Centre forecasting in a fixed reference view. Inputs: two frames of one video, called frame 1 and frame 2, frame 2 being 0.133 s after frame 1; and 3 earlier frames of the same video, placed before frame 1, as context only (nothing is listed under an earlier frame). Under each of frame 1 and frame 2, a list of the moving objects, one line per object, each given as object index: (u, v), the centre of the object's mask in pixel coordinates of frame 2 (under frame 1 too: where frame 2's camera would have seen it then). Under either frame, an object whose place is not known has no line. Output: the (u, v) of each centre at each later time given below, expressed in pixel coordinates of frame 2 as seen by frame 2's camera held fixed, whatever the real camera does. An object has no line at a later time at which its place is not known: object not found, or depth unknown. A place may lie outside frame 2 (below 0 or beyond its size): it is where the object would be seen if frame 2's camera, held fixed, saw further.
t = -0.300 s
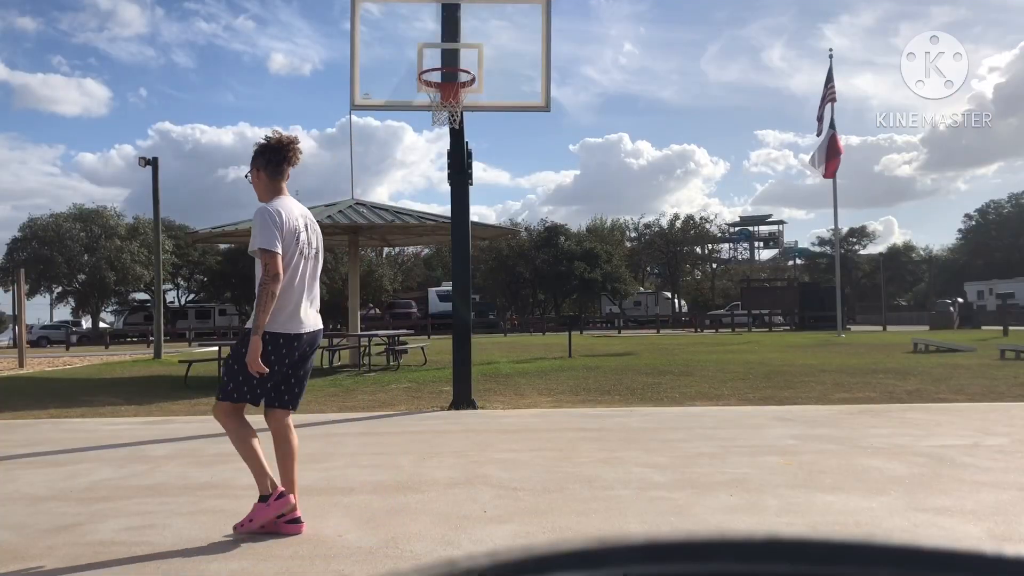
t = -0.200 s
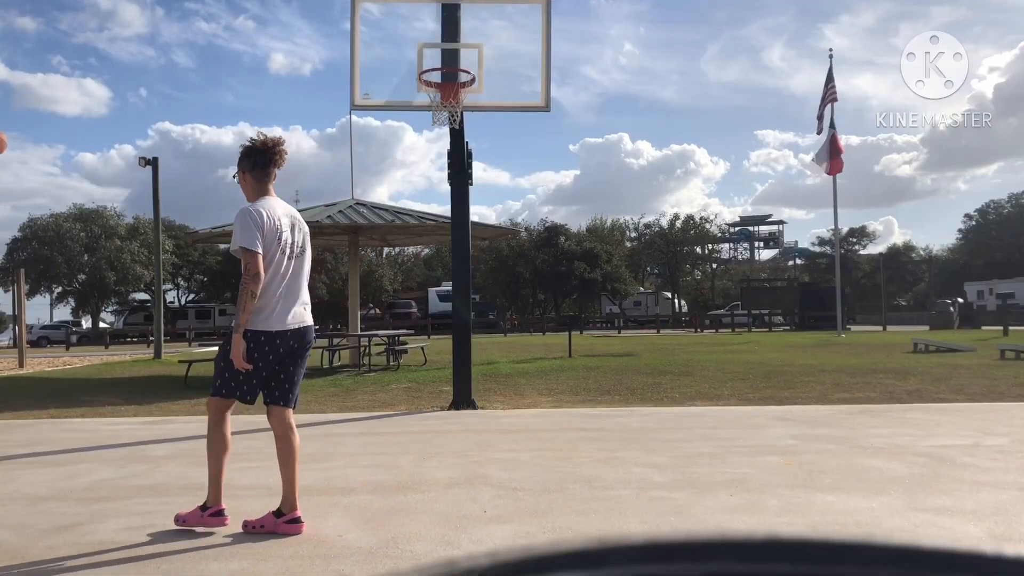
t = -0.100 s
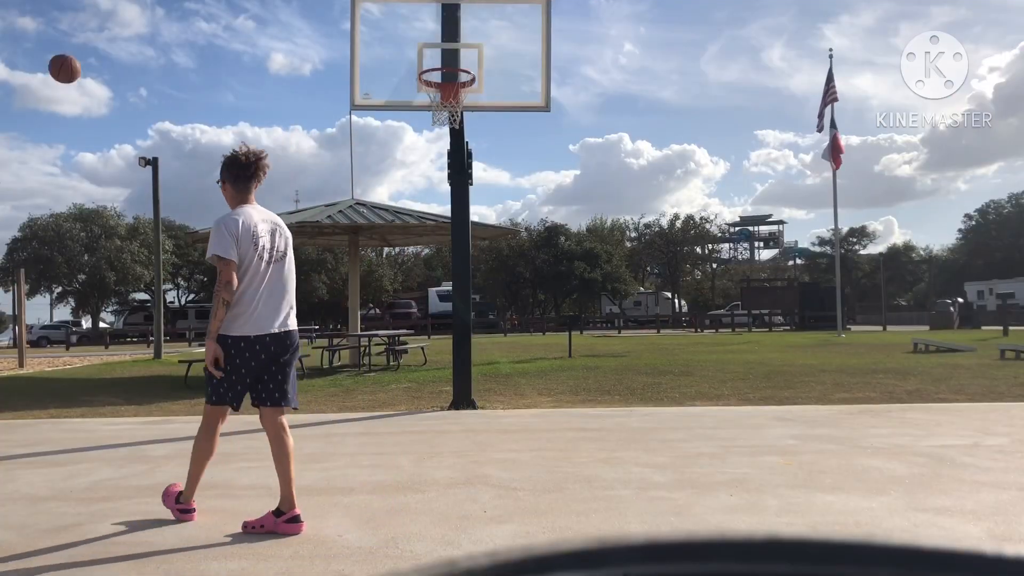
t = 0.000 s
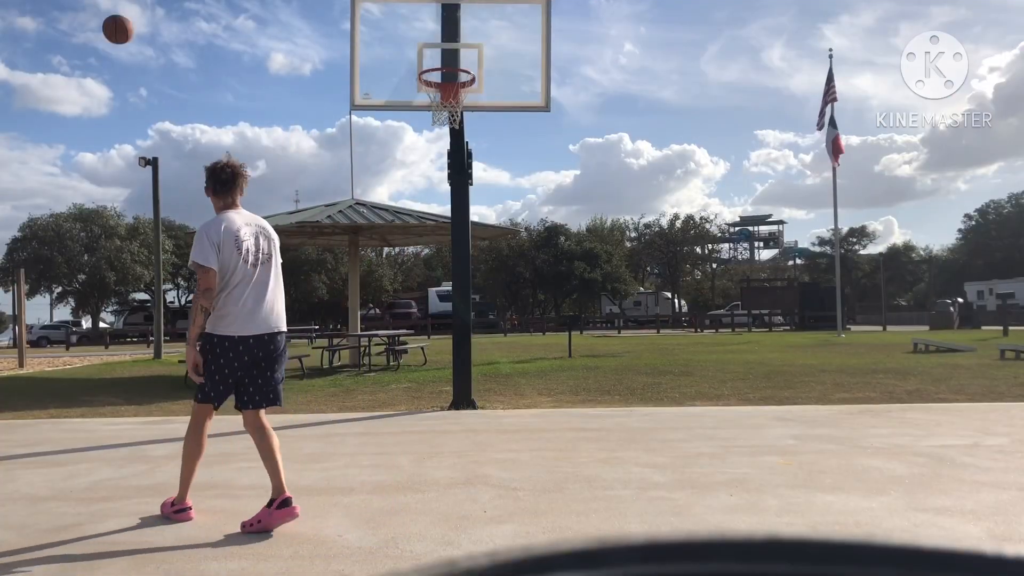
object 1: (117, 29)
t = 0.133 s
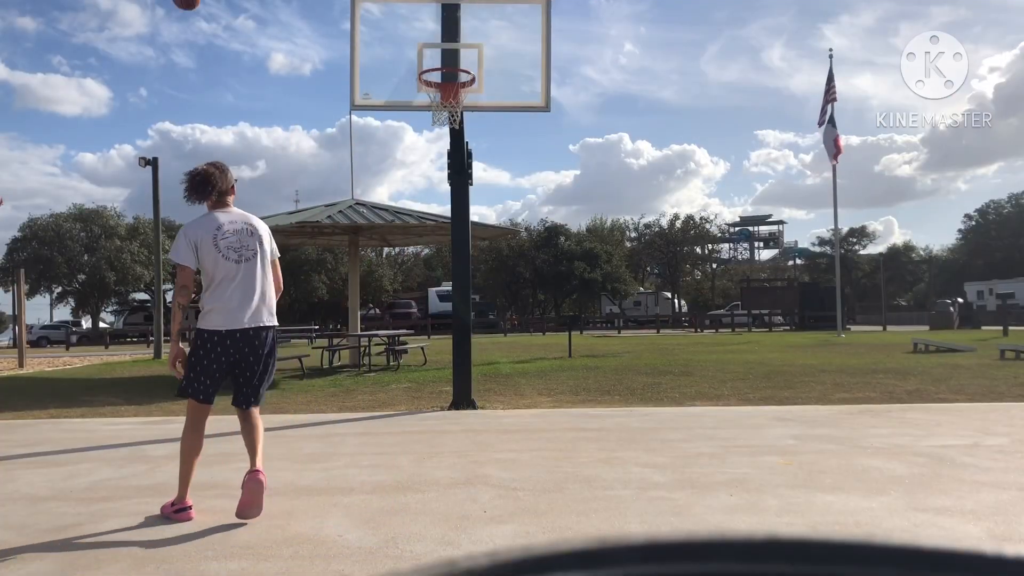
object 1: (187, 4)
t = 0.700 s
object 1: (458, 73)
